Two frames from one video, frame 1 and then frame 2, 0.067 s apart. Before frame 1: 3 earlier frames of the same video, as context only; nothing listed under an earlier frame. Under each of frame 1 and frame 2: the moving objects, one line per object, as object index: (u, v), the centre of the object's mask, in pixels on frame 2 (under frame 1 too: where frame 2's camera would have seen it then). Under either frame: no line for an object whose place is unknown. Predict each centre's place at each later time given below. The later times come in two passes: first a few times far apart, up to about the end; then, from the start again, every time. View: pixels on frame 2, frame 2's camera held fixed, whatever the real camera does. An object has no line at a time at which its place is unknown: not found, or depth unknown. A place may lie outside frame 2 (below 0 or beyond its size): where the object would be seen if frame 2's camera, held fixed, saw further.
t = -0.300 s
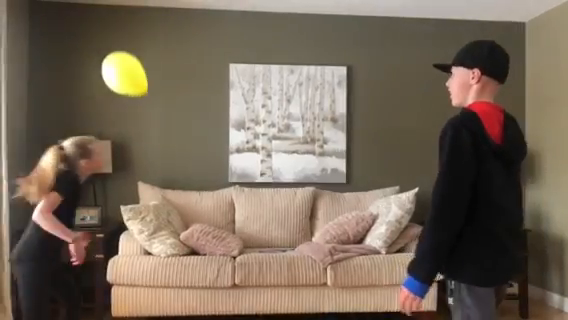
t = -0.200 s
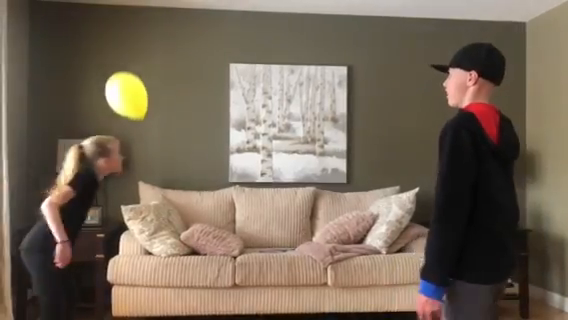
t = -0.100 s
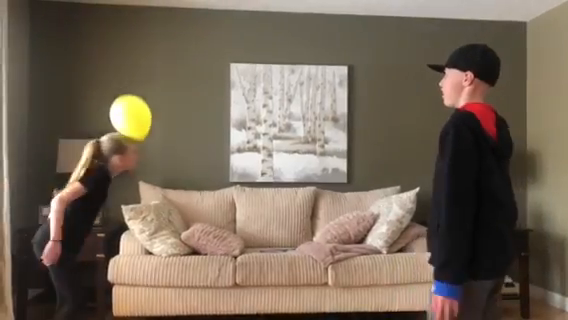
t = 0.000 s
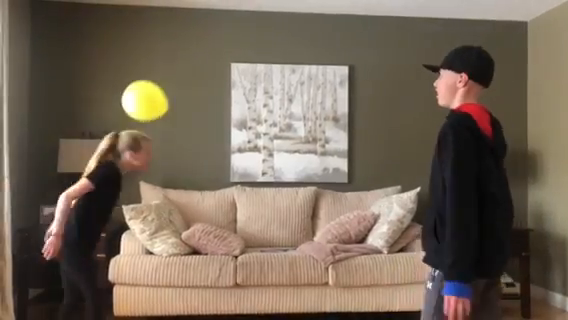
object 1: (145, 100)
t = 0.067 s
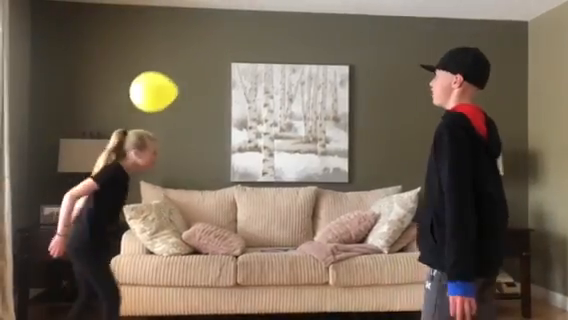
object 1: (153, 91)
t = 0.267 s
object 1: (174, 74)
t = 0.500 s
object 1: (197, 75)
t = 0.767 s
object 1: (220, 104)
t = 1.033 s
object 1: (232, 153)
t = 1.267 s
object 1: (234, 205)
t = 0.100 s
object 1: (156, 88)
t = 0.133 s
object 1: (160, 84)
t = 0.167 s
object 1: (164, 81)
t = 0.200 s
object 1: (167, 78)
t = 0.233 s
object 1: (171, 76)
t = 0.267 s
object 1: (174, 74)
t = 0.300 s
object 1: (177, 73)
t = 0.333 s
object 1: (181, 72)
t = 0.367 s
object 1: (184, 72)
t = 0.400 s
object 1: (187, 72)
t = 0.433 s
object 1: (191, 72)
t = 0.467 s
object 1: (194, 73)
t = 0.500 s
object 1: (197, 75)
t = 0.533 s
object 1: (200, 76)
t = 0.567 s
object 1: (204, 79)
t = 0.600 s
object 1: (207, 82)
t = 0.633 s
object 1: (210, 86)
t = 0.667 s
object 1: (213, 90)
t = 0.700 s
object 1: (215, 94)
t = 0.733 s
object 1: (218, 99)
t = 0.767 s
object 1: (220, 104)
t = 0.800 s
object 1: (222, 109)
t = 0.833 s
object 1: (224, 115)
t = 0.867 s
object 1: (226, 121)
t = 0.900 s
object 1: (227, 127)
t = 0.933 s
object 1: (229, 133)
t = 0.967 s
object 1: (230, 140)
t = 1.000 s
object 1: (231, 147)
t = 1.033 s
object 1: (232, 153)
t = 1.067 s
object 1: (233, 160)
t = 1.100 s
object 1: (233, 168)
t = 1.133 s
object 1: (234, 175)
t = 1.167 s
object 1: (234, 182)
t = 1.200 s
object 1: (235, 190)
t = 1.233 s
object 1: (234, 197)
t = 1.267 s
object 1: (234, 205)
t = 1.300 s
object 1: (233, 212)
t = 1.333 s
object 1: (231, 220)
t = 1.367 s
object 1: (229, 228)
